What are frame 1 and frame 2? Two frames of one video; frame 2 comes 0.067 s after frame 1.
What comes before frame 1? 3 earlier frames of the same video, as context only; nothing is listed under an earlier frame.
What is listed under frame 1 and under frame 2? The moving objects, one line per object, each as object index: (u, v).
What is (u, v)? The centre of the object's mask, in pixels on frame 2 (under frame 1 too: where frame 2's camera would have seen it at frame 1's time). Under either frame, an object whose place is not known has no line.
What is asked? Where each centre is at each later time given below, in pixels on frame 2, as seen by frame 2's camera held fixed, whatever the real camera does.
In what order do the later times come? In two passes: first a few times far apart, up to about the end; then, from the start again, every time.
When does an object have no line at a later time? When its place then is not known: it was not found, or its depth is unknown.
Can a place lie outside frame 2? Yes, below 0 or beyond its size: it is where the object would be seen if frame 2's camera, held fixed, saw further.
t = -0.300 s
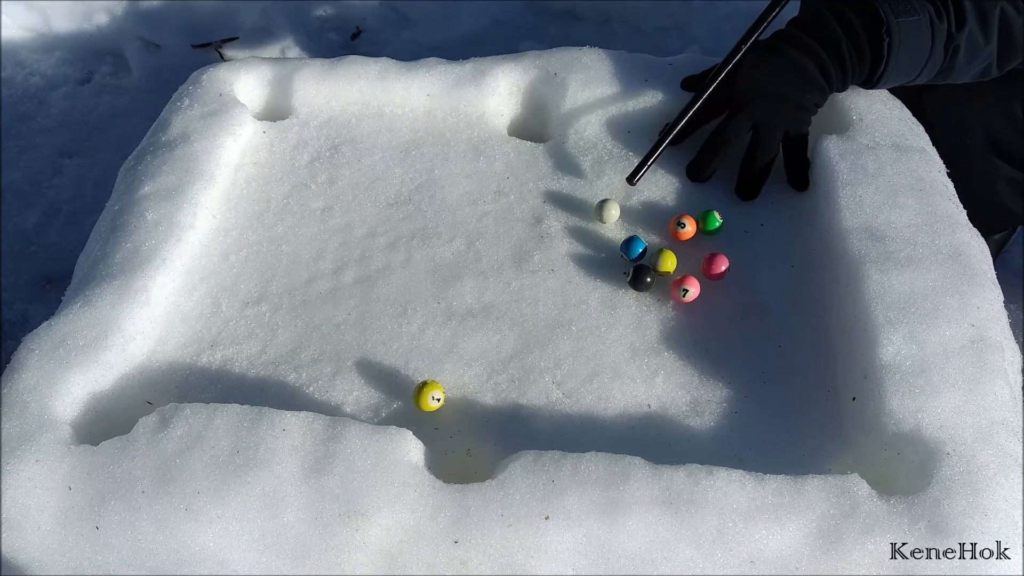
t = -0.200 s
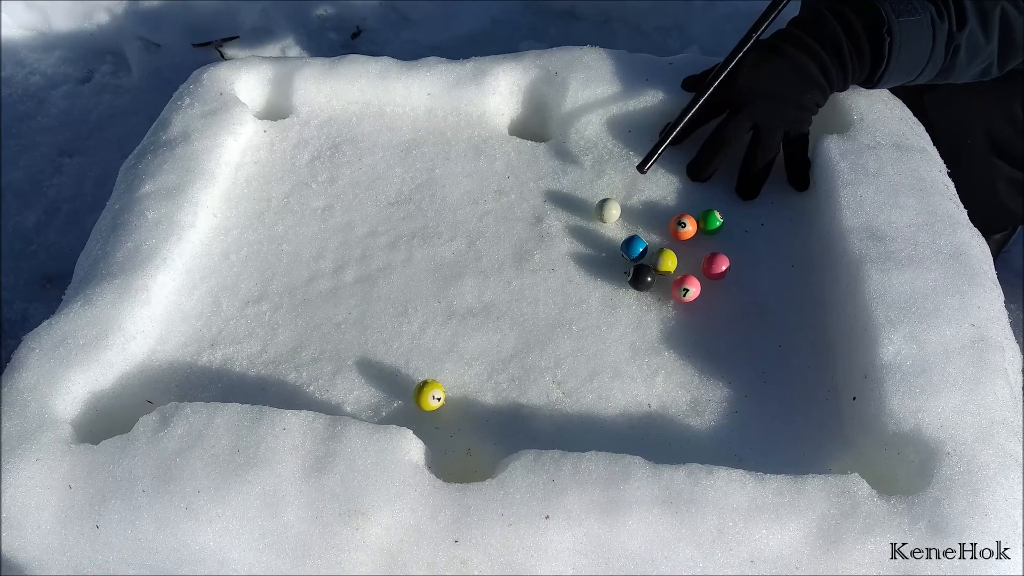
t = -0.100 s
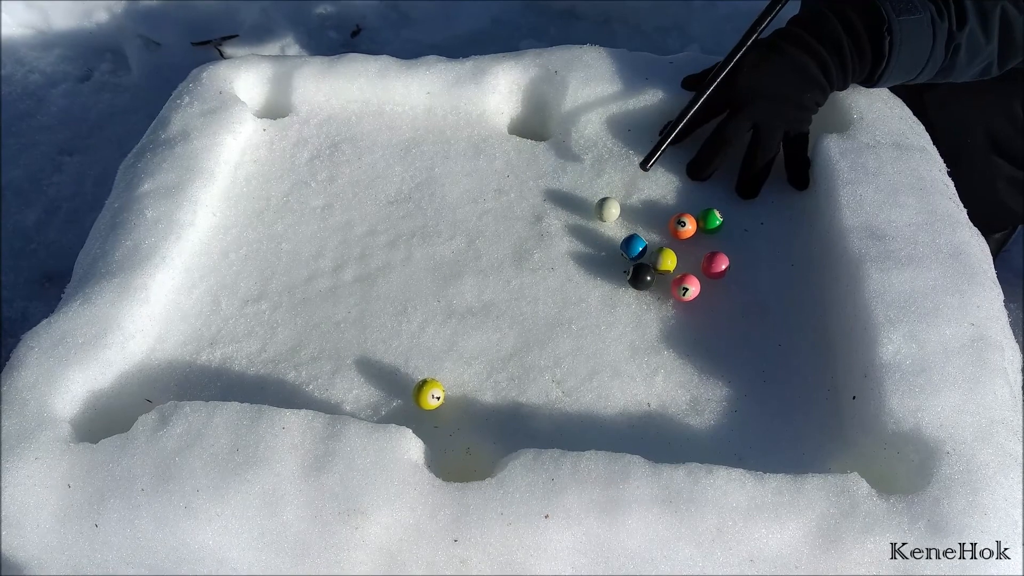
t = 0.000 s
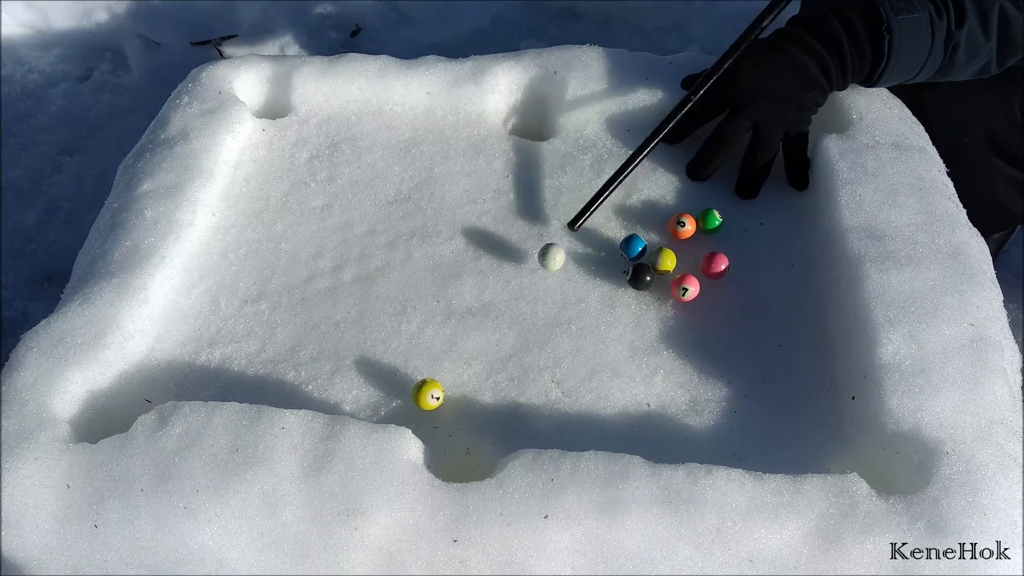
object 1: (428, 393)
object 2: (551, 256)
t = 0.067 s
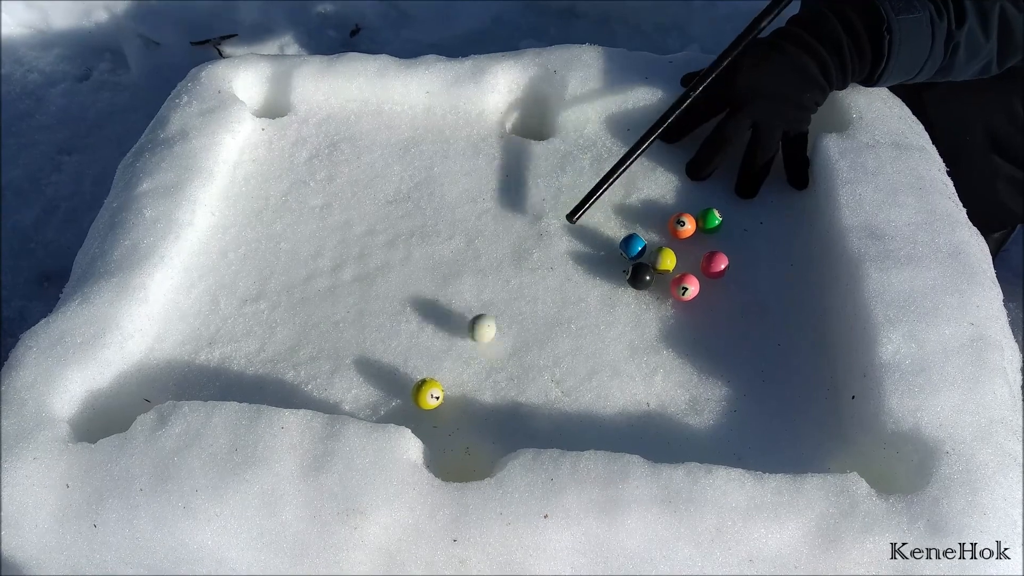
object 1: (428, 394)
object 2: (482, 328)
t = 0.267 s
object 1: (411, 415)
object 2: (332, 364)
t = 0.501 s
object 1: (405, 390)
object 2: (234, 351)
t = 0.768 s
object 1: (402, 384)
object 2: (185, 336)
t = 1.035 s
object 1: (403, 384)
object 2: (199, 328)
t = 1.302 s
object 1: (403, 384)
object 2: (206, 329)
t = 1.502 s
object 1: (403, 384)
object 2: (206, 325)
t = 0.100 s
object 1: (428, 394)
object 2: (446, 358)
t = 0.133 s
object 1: (420, 413)
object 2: (418, 360)
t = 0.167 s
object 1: (415, 422)
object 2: (394, 360)
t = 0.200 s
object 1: (414, 422)
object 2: (372, 367)
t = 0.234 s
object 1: (412, 419)
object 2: (351, 365)
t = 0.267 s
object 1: (411, 415)
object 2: (332, 364)
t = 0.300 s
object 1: (407, 413)
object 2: (314, 364)
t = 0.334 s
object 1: (404, 410)
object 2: (297, 363)
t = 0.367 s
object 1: (403, 406)
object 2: (281, 362)
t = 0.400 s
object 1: (403, 401)
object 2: (267, 360)
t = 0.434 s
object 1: (404, 396)
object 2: (254, 358)
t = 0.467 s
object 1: (405, 393)
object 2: (243, 354)
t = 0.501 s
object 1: (405, 390)
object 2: (234, 351)
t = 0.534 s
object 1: (405, 388)
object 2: (227, 347)
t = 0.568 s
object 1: (405, 386)
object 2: (218, 345)
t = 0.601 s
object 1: (404, 385)
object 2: (212, 343)
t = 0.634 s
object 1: (404, 383)
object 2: (206, 342)
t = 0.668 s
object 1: (404, 383)
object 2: (199, 341)
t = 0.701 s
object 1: (403, 384)
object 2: (194, 340)
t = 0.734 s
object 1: (402, 384)
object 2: (188, 338)
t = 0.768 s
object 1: (402, 384)
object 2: (185, 336)
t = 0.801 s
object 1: (403, 384)
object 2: (183, 333)
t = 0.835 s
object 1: (403, 384)
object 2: (183, 331)
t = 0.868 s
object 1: (404, 384)
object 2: (186, 329)
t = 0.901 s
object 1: (404, 384)
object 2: (189, 328)
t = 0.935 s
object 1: (404, 384)
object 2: (192, 328)
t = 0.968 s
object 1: (404, 384)
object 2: (196, 328)
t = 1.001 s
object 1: (403, 384)
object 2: (198, 328)
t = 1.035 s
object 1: (403, 384)
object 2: (199, 328)
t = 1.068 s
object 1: (403, 384)
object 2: (200, 328)
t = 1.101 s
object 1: (403, 384)
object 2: (201, 329)
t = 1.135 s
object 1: (403, 384)
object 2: (201, 329)
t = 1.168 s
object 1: (403, 384)
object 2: (202, 330)
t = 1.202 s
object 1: (403, 384)
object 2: (203, 331)
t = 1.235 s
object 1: (403, 384)
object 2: (204, 330)
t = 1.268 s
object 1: (403, 384)
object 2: (205, 329)
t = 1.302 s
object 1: (403, 384)
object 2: (206, 329)
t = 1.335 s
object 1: (403, 384)
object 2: (207, 328)
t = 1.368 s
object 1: (403, 384)
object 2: (207, 327)
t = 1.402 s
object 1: (403, 384)
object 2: (207, 326)
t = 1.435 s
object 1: (403, 384)
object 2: (207, 325)
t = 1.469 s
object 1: (403, 384)
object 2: (206, 325)
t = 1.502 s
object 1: (403, 384)
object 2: (206, 325)
